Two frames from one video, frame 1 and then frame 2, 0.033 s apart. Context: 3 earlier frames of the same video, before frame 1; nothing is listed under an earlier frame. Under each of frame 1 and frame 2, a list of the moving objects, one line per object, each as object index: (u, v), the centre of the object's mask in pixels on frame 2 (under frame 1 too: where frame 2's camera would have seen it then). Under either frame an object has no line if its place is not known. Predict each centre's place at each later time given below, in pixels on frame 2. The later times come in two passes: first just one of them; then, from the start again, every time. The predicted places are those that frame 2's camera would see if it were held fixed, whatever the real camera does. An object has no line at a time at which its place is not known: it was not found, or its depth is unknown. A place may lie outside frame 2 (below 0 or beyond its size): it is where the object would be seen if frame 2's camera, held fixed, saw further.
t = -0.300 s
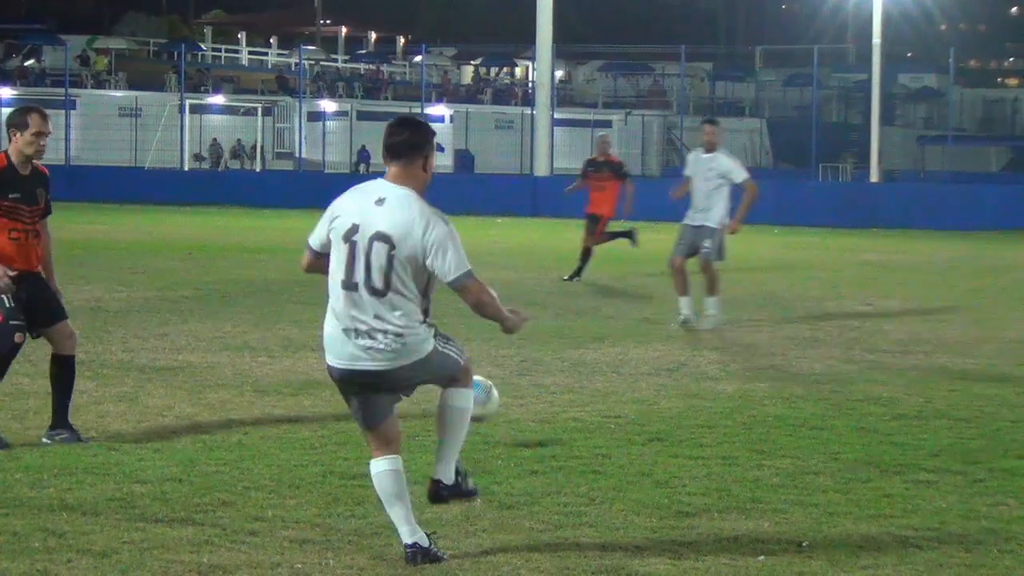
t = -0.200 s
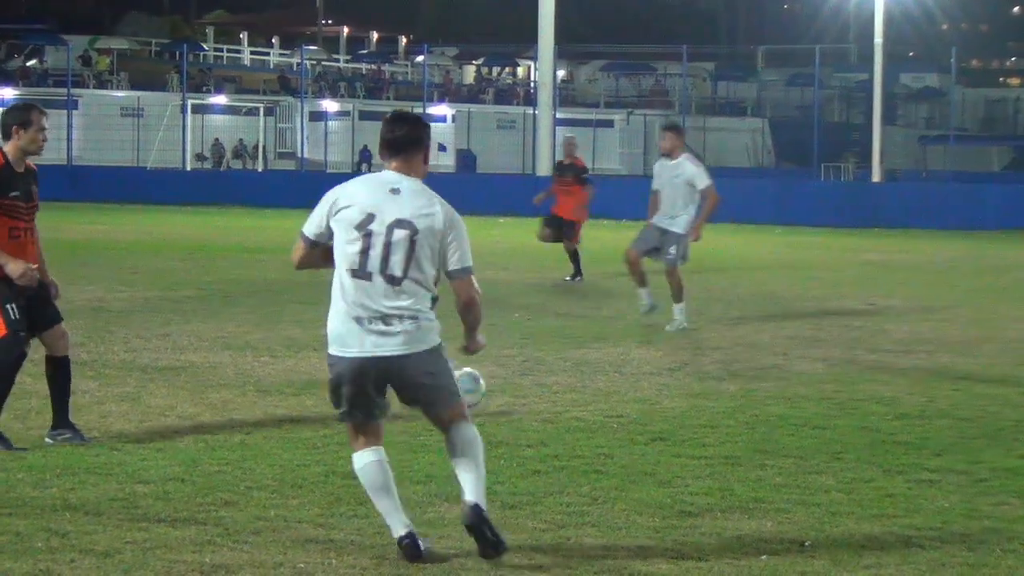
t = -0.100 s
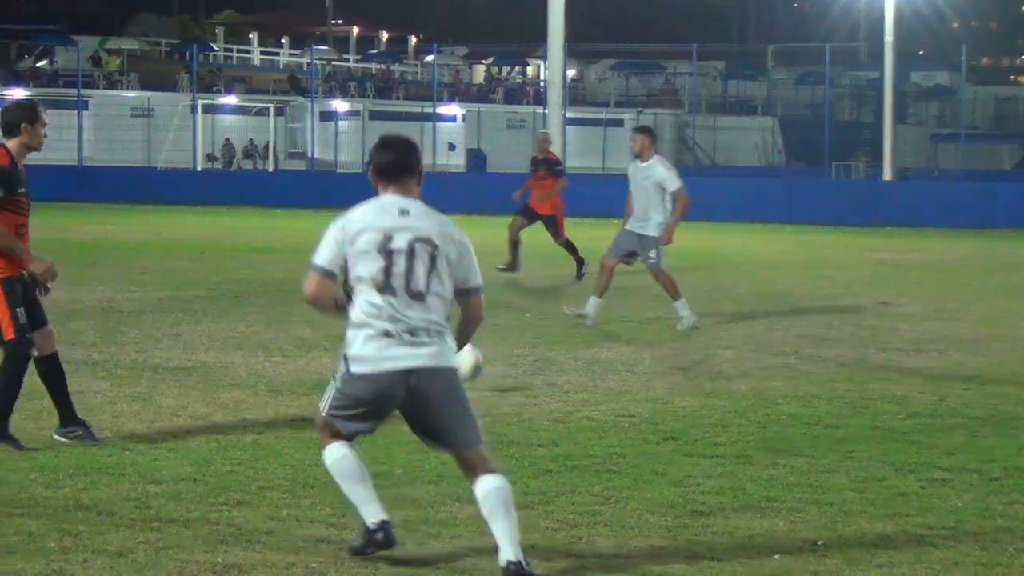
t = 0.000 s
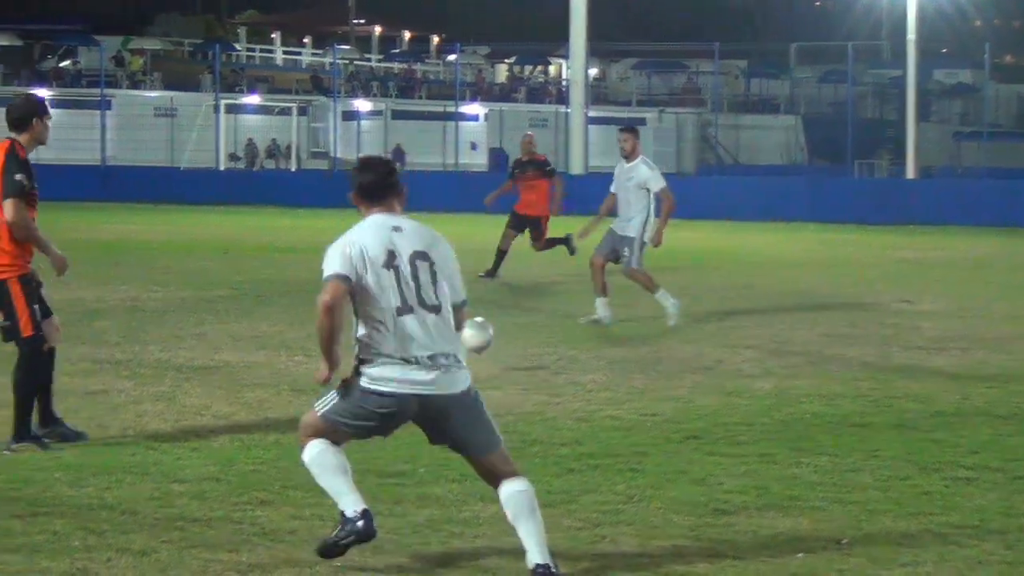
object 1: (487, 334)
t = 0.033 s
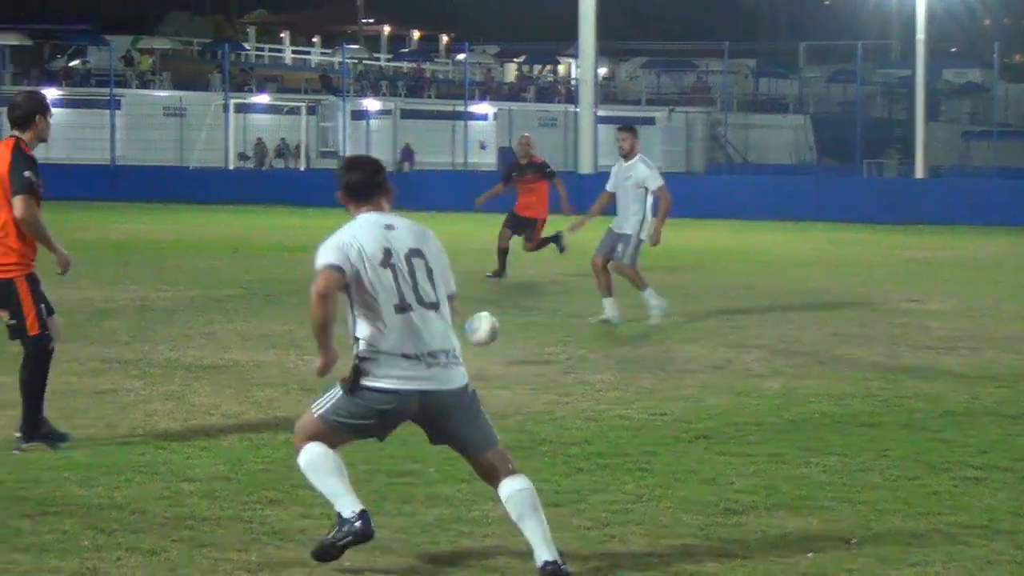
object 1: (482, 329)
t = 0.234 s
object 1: (462, 323)
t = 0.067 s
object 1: (477, 326)
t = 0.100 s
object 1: (474, 326)
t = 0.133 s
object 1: (471, 326)
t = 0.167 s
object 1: (468, 329)
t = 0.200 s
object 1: (464, 331)
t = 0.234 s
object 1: (462, 323)
